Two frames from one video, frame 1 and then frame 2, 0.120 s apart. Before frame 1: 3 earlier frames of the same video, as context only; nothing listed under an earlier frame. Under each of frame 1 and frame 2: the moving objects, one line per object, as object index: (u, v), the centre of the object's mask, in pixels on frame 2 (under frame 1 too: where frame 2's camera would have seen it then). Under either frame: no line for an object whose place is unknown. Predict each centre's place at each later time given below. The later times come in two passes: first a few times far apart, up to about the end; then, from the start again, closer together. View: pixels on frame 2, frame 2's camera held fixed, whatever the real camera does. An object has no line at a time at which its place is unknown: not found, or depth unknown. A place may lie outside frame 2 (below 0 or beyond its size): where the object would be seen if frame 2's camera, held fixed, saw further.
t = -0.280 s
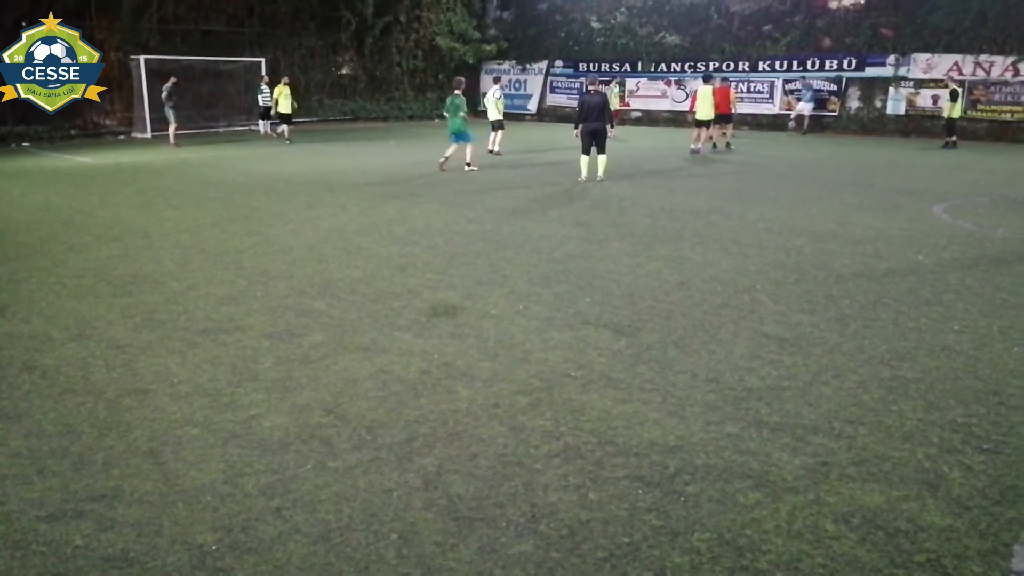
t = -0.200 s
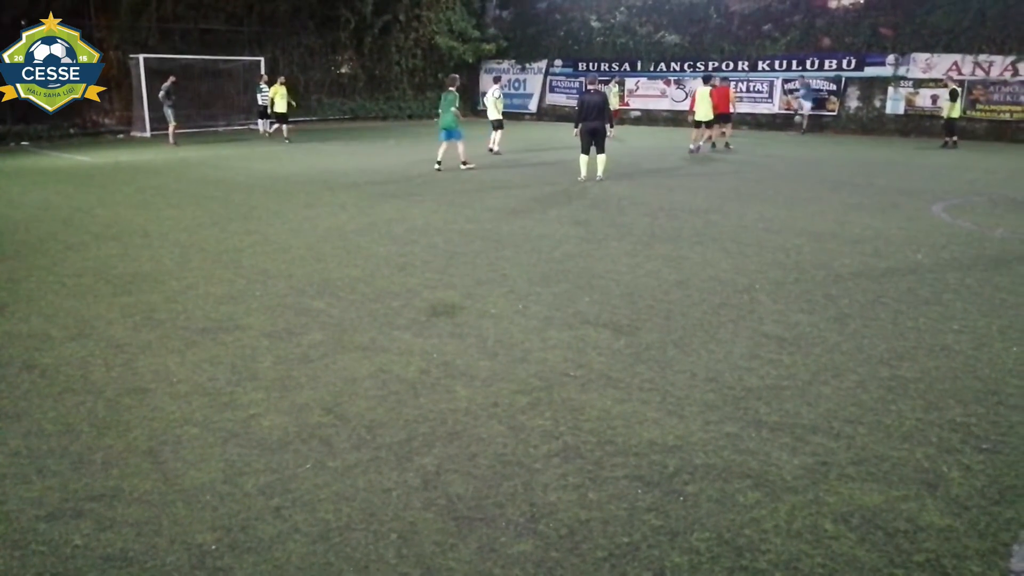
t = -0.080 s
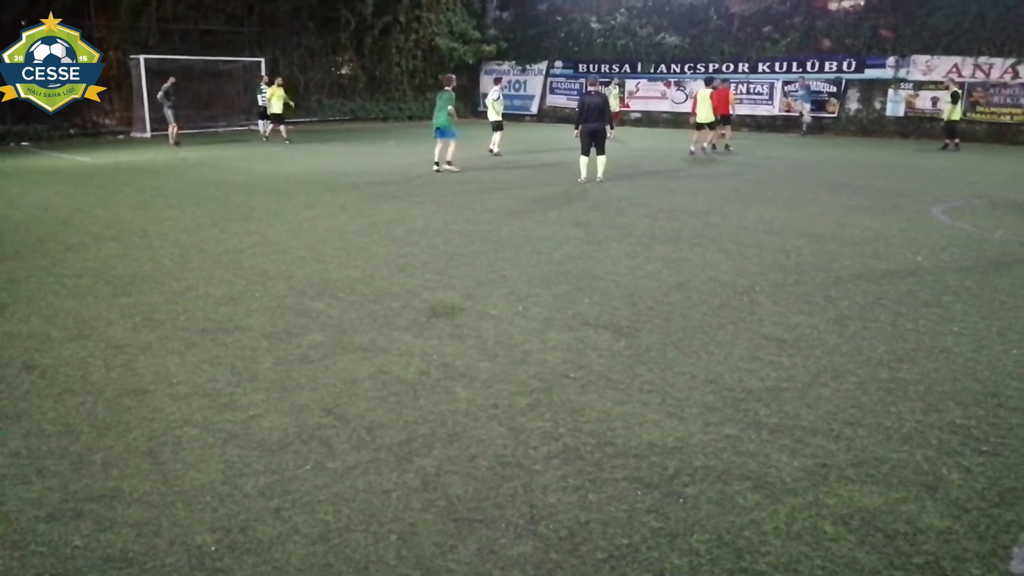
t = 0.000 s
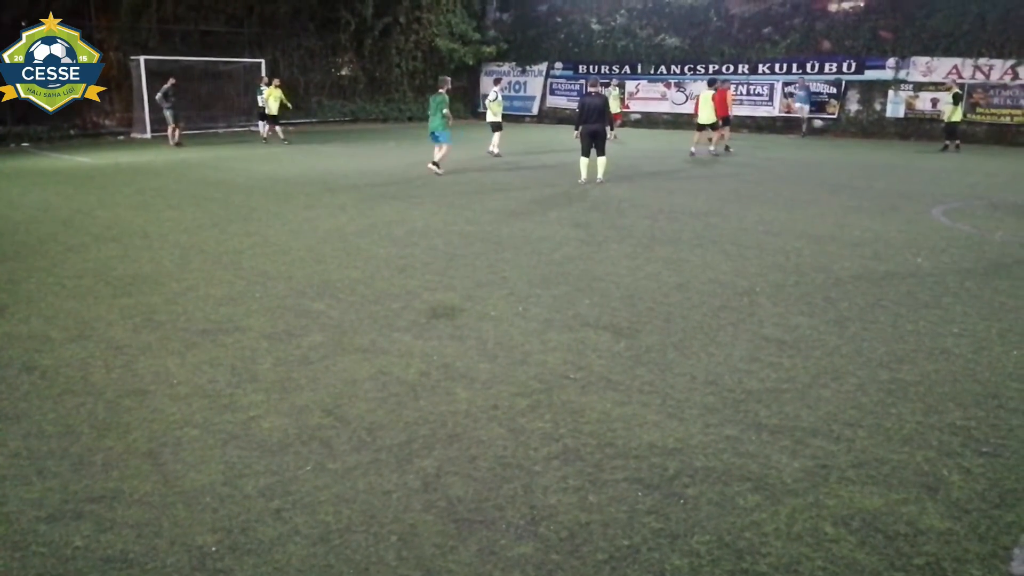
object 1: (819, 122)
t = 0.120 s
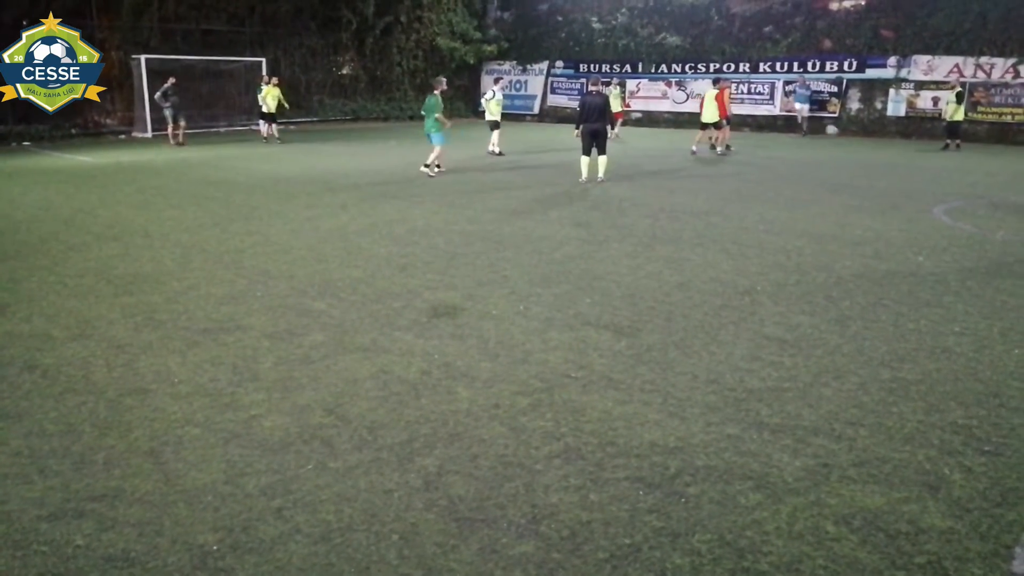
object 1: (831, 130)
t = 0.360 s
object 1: (881, 152)
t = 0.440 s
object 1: (895, 150)
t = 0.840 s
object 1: (1004, 182)
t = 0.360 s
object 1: (881, 152)
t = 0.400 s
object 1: (888, 150)
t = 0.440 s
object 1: (895, 150)
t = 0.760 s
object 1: (983, 185)
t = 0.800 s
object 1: (993, 185)
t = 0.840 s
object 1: (1004, 182)
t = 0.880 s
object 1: (1015, 180)
